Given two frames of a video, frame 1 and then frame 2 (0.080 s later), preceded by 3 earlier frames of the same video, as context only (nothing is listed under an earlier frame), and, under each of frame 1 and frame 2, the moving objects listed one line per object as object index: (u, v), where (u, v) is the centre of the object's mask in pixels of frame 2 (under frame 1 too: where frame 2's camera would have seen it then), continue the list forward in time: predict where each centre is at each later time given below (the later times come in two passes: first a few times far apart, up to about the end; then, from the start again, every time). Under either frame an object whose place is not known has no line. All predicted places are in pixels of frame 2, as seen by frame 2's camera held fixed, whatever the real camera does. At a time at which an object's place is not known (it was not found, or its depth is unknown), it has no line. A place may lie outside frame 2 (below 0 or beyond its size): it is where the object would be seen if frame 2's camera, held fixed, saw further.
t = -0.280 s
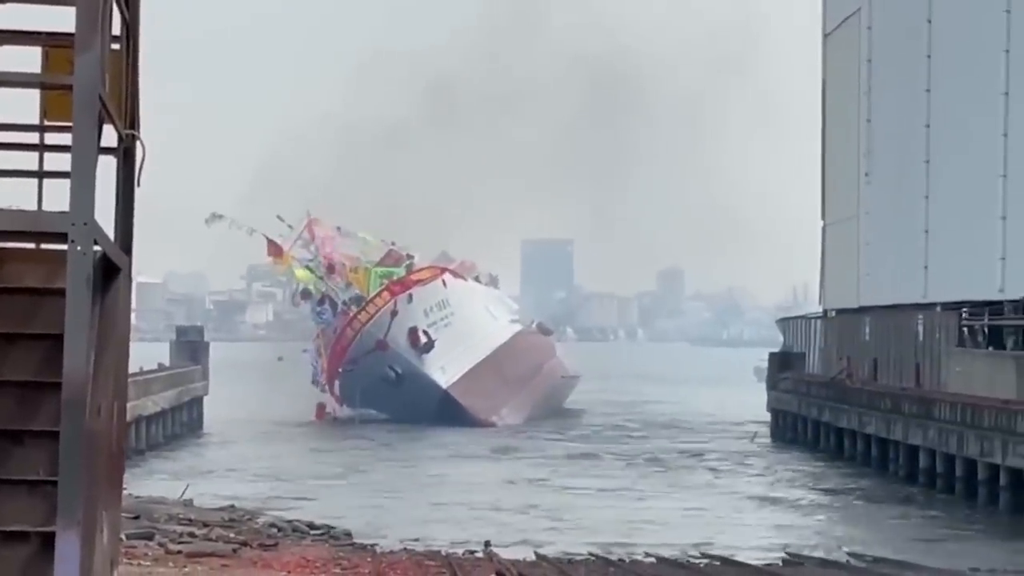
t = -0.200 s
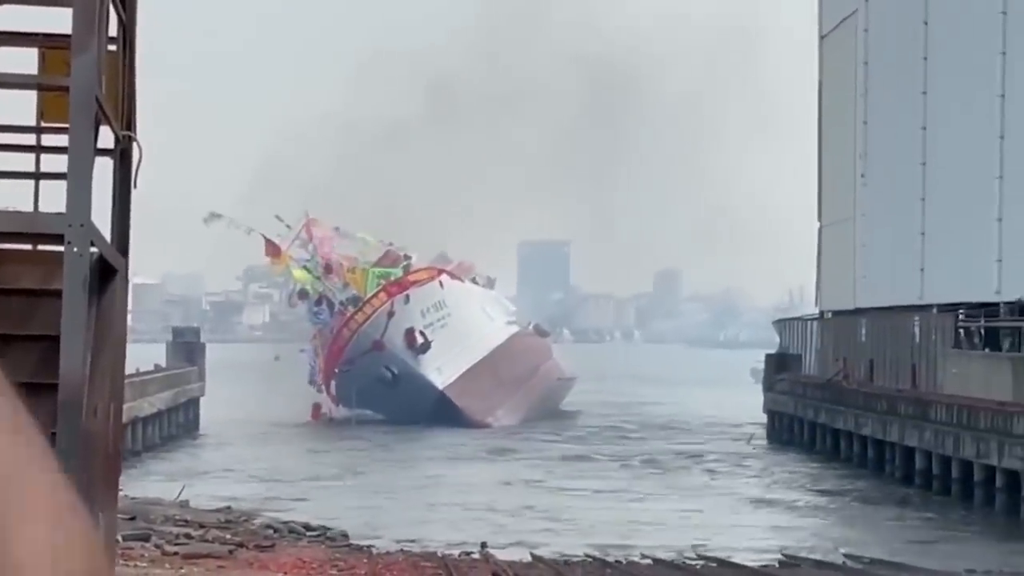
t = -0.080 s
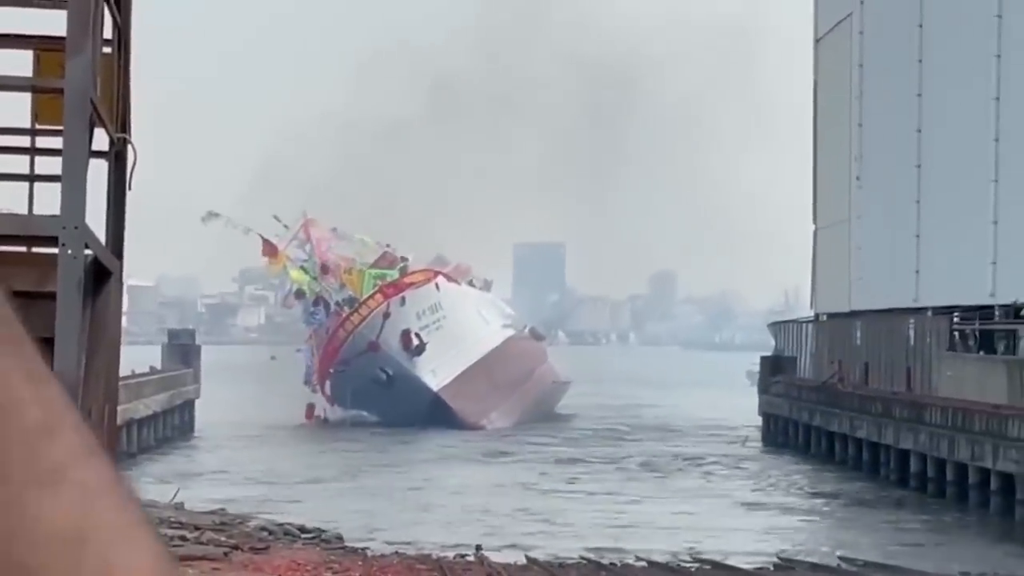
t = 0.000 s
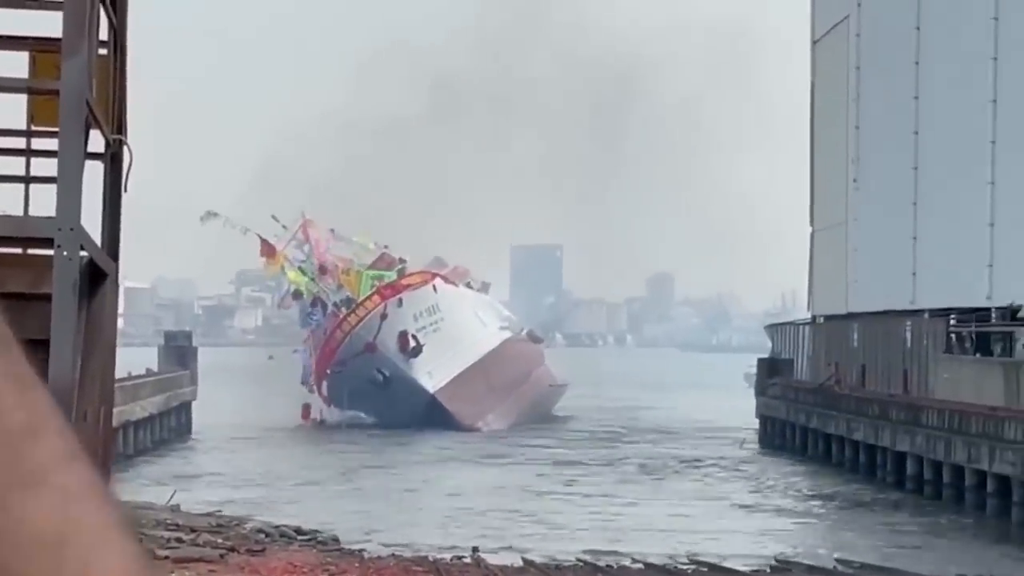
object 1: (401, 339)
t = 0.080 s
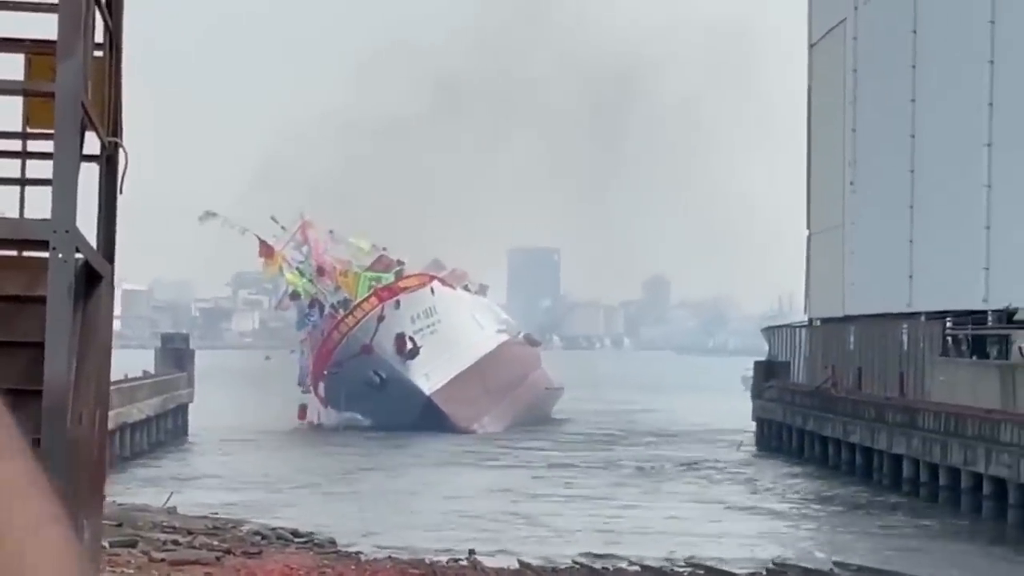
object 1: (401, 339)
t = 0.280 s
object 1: (400, 338)
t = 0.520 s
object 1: (400, 337)
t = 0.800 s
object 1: (403, 336)
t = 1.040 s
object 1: (409, 332)
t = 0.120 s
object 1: (401, 339)
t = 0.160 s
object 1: (400, 339)
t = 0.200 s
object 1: (400, 339)
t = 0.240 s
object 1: (400, 339)
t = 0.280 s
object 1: (400, 338)
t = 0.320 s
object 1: (400, 338)
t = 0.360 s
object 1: (400, 338)
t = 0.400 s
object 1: (400, 338)
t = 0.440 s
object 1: (400, 338)
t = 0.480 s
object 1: (400, 337)
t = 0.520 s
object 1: (400, 337)
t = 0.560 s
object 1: (403, 339)
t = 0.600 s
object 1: (403, 338)
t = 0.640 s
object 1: (403, 338)
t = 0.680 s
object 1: (401, 337)
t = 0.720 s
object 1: (402, 336)
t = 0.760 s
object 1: (402, 336)
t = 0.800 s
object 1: (403, 336)
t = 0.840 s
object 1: (405, 337)
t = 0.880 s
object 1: (404, 335)
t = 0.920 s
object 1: (410, 334)
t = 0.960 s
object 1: (412, 334)
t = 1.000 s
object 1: (409, 332)
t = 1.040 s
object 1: (409, 332)
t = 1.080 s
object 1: (410, 332)
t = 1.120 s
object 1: (411, 332)
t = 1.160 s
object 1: (413, 333)
